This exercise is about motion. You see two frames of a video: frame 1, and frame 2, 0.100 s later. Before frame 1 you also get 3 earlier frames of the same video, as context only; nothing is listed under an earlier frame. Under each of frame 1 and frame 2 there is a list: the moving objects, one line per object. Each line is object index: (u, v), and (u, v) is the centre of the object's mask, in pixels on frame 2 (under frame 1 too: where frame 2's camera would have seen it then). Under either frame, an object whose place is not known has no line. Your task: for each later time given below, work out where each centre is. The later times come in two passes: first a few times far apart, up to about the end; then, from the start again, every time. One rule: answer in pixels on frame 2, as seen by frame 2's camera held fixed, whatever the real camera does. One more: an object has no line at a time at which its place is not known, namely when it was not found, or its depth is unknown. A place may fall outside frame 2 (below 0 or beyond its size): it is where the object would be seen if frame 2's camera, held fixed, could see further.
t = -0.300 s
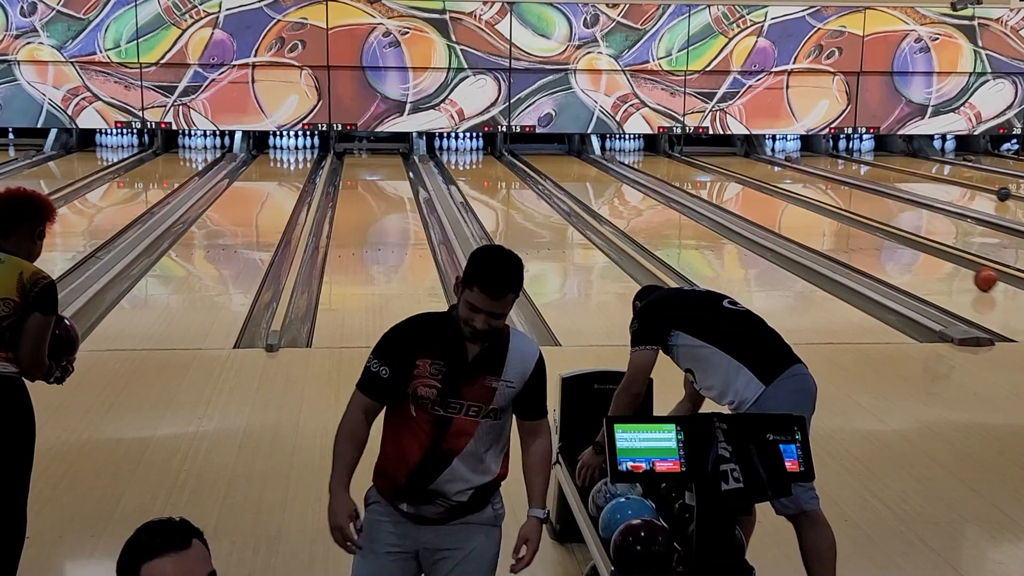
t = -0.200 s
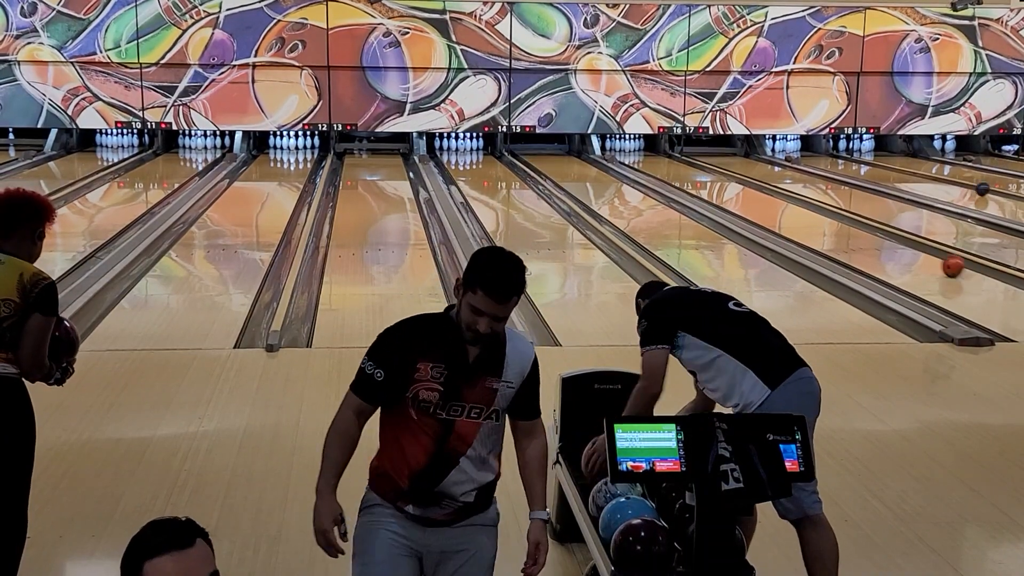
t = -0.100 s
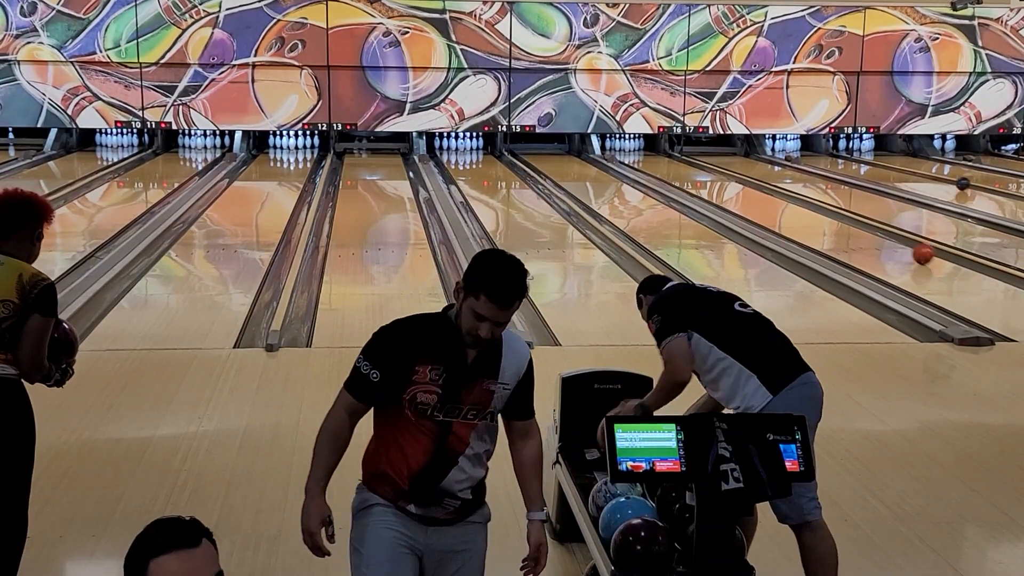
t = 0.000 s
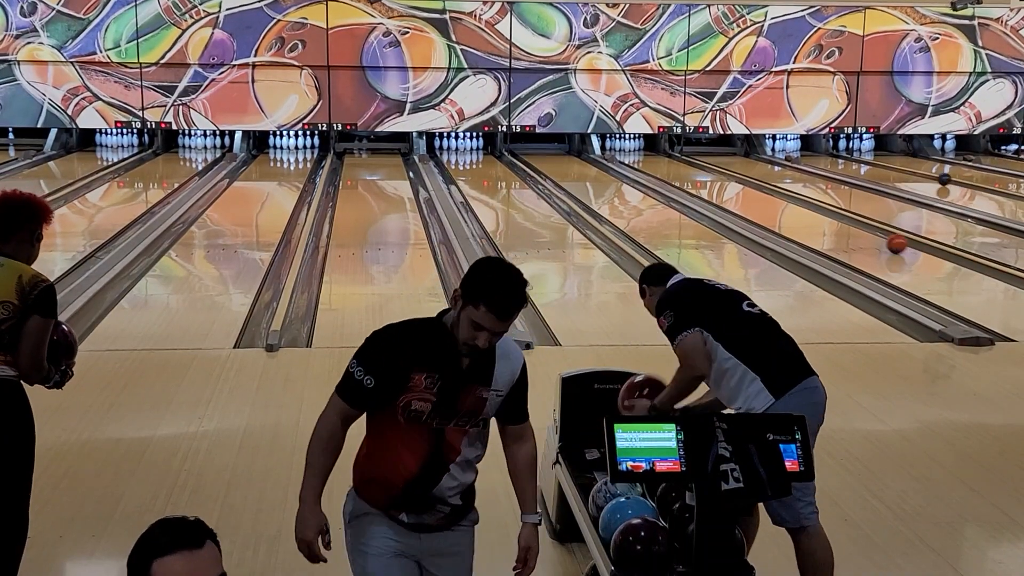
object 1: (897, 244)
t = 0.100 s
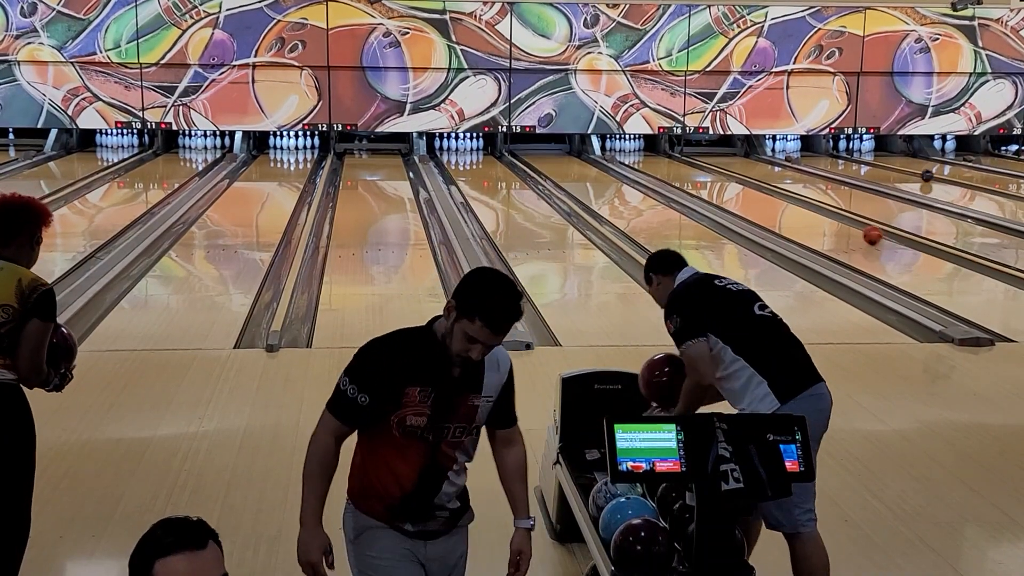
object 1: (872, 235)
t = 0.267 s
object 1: (837, 222)
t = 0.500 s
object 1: (795, 205)
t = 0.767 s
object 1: (757, 190)
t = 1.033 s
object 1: (724, 178)
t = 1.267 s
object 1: (699, 169)
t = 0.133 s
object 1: (865, 233)
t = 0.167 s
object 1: (858, 230)
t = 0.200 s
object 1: (851, 227)
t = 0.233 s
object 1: (844, 224)
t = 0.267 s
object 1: (837, 222)
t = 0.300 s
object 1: (831, 219)
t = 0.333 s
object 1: (824, 216)
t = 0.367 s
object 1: (818, 214)
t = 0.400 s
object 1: (813, 212)
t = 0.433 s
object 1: (807, 209)
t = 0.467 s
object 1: (801, 207)
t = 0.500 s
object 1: (795, 205)
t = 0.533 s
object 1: (790, 203)
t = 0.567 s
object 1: (785, 201)
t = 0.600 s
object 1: (780, 199)
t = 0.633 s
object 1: (775, 197)
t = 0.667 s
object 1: (770, 195)
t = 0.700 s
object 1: (765, 194)
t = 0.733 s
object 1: (761, 192)
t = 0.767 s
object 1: (757, 190)
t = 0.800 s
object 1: (752, 188)
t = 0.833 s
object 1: (748, 187)
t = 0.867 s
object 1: (743, 185)
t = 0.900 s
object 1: (740, 184)
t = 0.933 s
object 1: (735, 182)
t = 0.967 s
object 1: (731, 181)
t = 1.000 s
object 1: (728, 179)
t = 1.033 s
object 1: (724, 178)
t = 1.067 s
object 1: (720, 177)
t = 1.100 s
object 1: (716, 175)
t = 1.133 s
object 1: (713, 174)
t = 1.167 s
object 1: (709, 173)
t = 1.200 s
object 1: (706, 171)
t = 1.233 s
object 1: (702, 170)
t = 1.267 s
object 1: (699, 169)
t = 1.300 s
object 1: (696, 168)
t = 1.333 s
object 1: (692, 166)
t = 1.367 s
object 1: (690, 165)
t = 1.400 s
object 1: (686, 164)
